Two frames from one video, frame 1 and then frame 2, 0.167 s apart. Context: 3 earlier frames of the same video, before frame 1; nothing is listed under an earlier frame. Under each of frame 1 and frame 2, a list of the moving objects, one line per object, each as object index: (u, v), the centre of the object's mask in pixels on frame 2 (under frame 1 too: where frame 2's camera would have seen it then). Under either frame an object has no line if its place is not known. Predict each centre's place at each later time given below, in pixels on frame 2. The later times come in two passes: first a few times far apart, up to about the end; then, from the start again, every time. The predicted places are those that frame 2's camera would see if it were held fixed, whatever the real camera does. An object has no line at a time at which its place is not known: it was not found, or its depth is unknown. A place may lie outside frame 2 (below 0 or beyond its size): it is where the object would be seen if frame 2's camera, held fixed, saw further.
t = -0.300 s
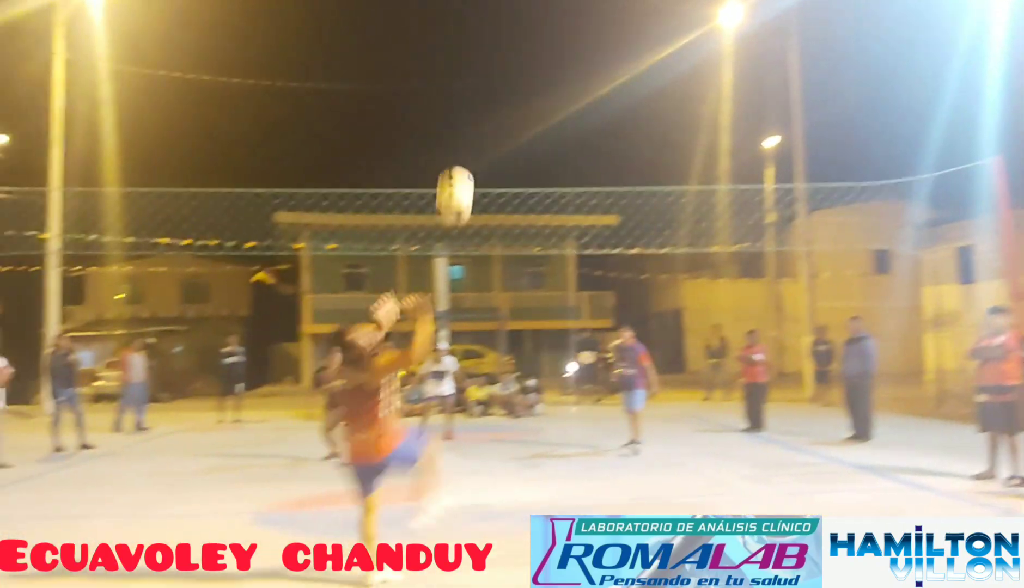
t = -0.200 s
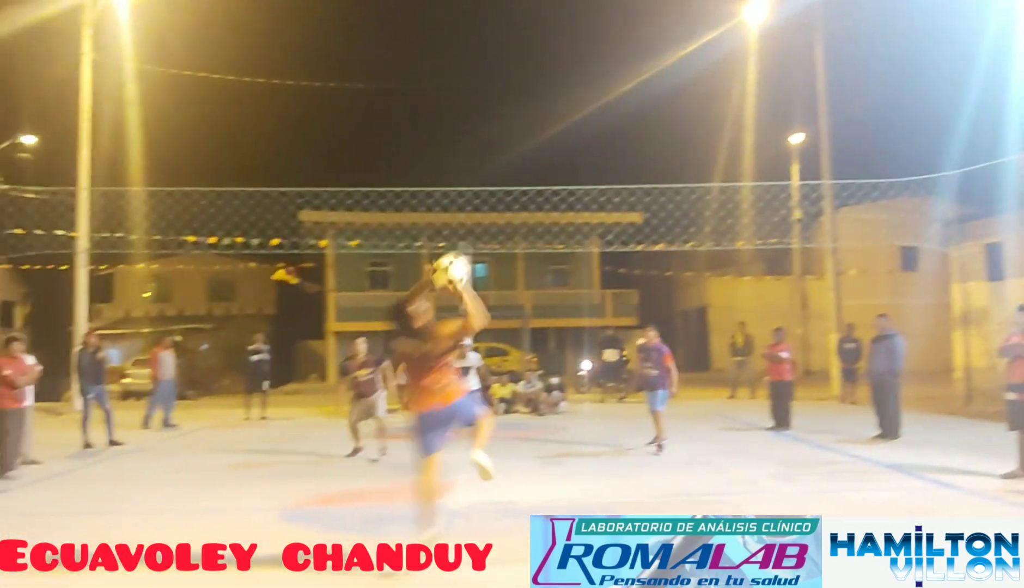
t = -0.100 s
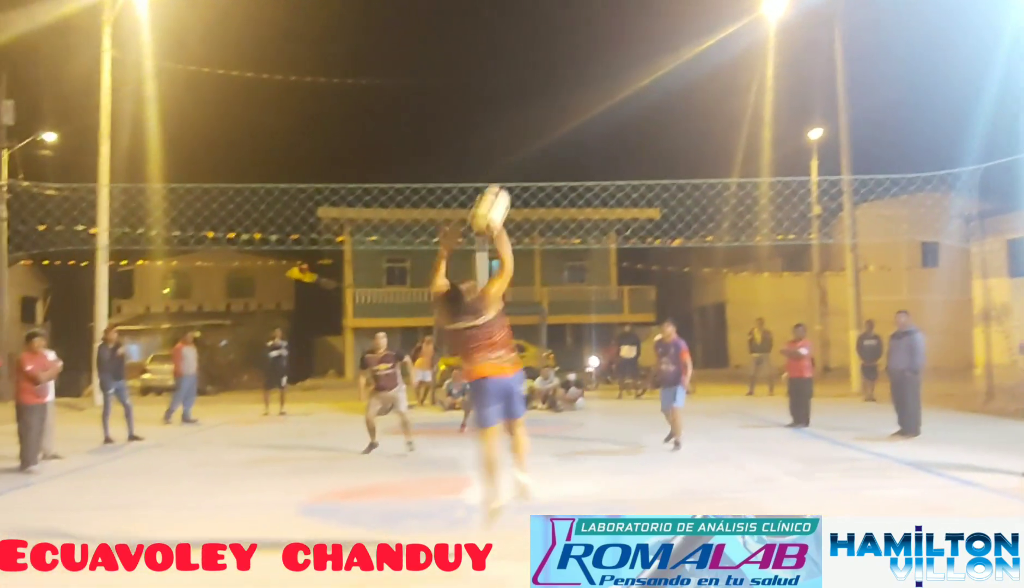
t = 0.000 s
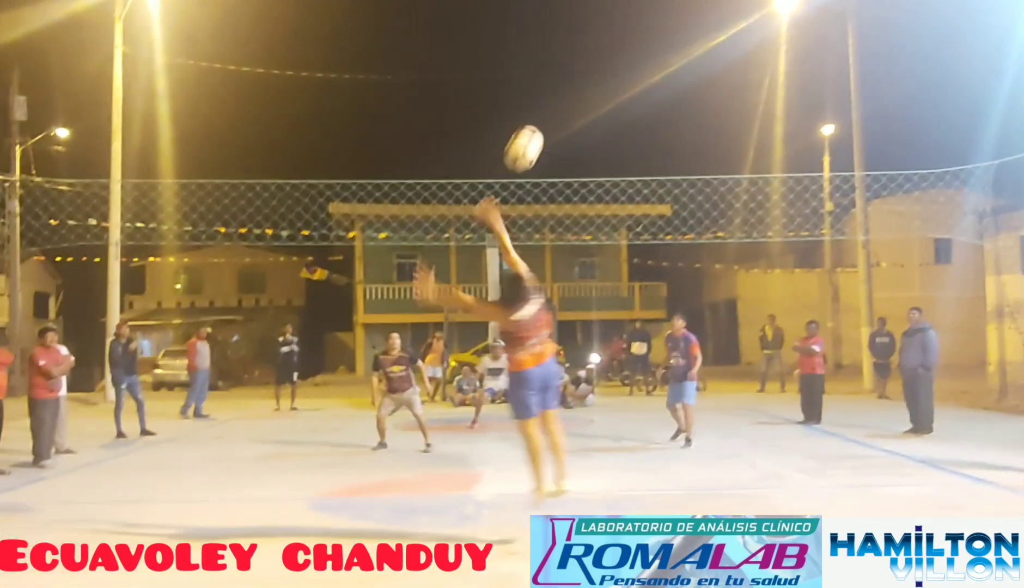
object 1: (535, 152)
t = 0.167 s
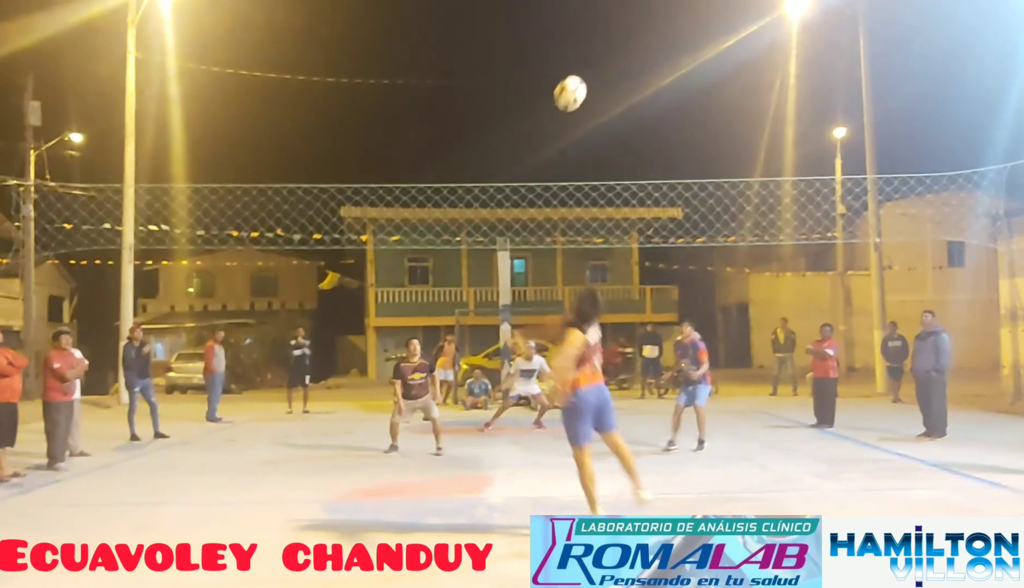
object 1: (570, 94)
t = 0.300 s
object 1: (595, 76)
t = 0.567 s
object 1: (635, 105)
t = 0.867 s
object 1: (671, 216)
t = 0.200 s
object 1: (576, 87)
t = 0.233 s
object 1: (583, 82)
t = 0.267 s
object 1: (589, 78)
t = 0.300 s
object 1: (595, 76)
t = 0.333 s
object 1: (601, 75)
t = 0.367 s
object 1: (606, 76)
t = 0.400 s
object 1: (611, 78)
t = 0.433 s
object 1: (616, 81)
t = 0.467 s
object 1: (621, 86)
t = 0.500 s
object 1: (626, 91)
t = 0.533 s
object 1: (630, 98)
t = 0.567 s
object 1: (635, 105)
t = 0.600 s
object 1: (639, 114)
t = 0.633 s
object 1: (644, 124)
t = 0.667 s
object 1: (648, 134)
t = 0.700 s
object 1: (652, 146)
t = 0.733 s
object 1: (656, 158)
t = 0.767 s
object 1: (660, 171)
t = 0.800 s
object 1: (664, 185)
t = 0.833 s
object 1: (667, 199)
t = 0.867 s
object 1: (671, 216)
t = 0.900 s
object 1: (674, 231)
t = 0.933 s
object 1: (677, 248)
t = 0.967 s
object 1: (681, 265)
